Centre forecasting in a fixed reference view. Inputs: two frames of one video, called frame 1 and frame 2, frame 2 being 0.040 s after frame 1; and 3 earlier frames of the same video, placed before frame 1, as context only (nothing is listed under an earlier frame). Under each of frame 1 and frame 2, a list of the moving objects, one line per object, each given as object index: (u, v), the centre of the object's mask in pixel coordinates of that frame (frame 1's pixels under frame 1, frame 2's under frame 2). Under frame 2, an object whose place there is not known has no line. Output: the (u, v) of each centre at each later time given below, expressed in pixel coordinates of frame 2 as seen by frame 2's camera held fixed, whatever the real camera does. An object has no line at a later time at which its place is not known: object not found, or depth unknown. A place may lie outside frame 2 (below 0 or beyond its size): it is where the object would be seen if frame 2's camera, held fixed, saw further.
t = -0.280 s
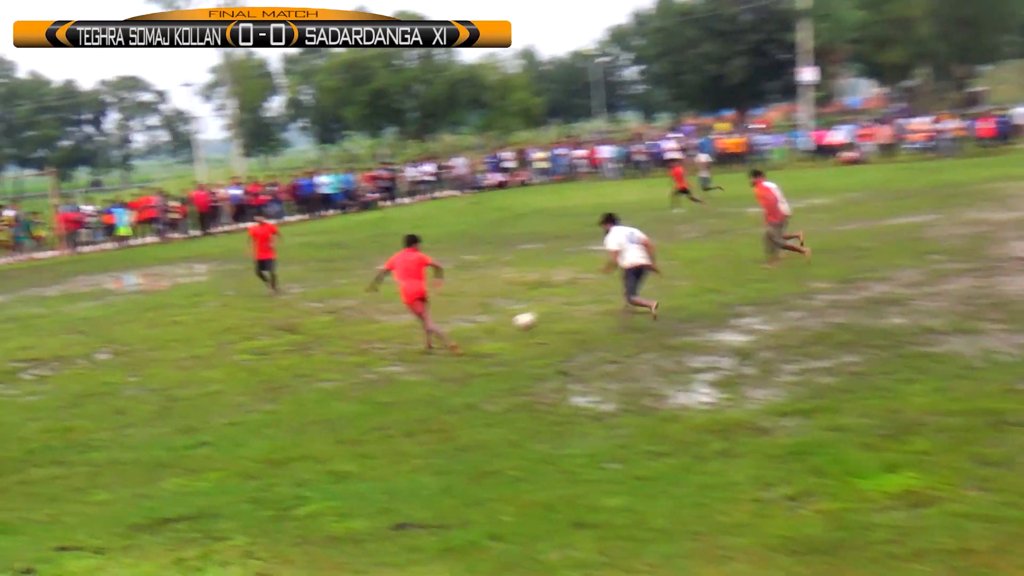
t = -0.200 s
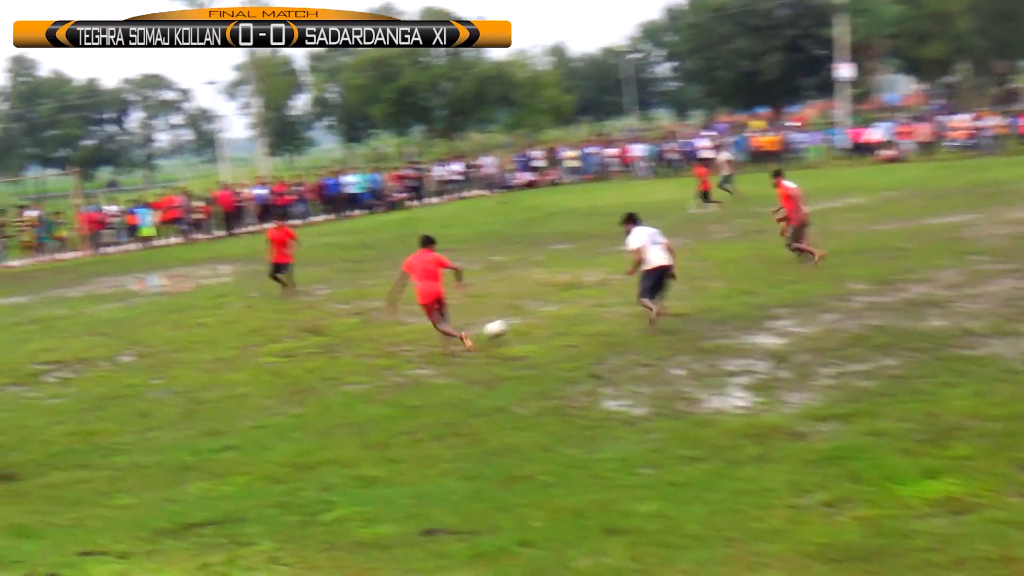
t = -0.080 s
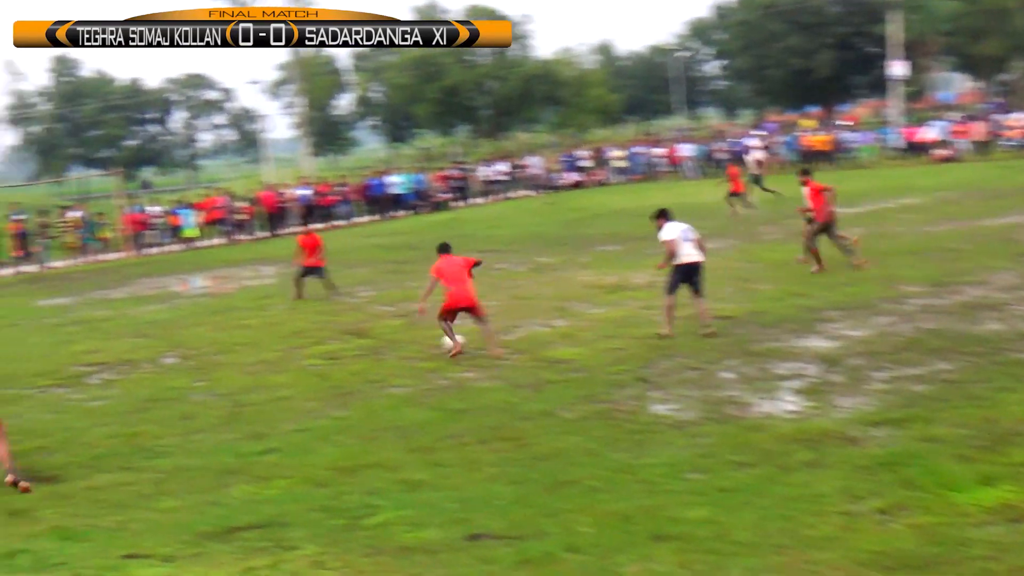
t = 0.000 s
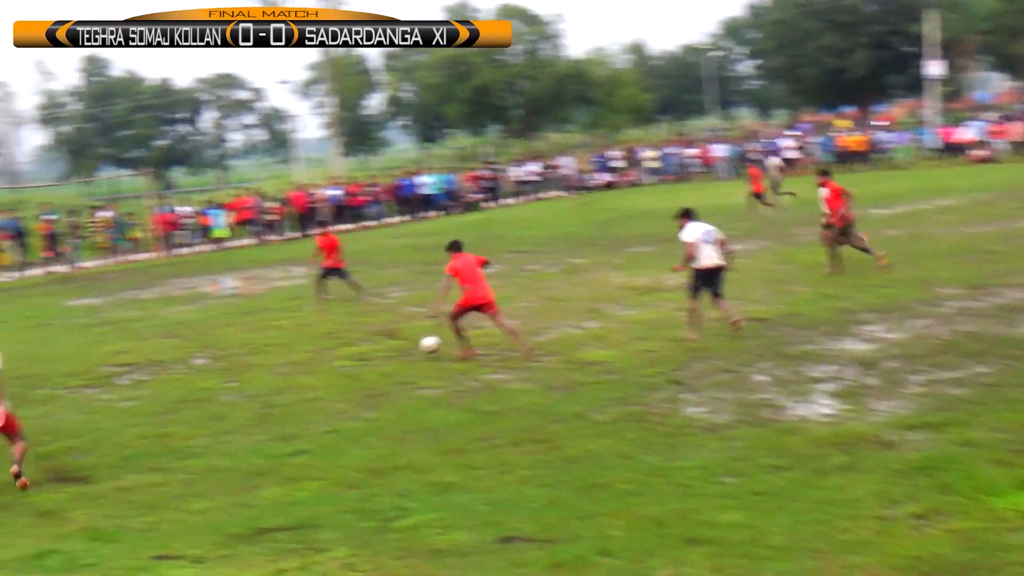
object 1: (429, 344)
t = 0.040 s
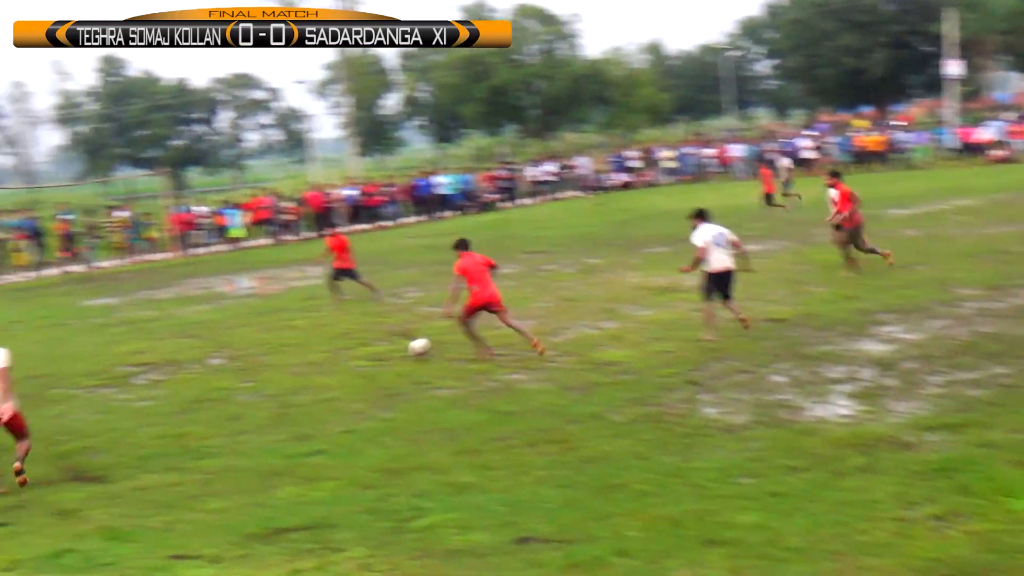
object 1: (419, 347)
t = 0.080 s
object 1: (395, 351)
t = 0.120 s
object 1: (374, 355)
